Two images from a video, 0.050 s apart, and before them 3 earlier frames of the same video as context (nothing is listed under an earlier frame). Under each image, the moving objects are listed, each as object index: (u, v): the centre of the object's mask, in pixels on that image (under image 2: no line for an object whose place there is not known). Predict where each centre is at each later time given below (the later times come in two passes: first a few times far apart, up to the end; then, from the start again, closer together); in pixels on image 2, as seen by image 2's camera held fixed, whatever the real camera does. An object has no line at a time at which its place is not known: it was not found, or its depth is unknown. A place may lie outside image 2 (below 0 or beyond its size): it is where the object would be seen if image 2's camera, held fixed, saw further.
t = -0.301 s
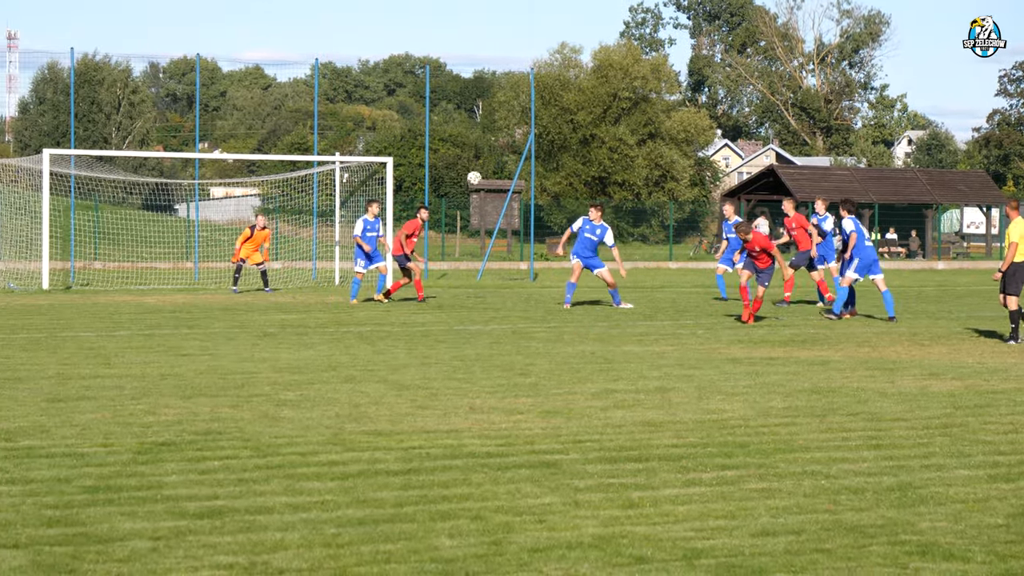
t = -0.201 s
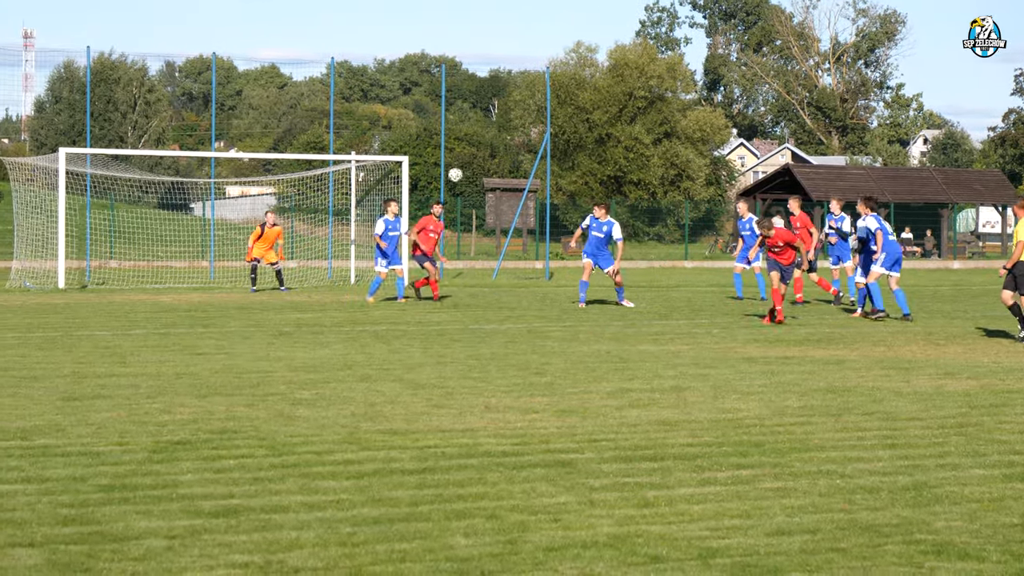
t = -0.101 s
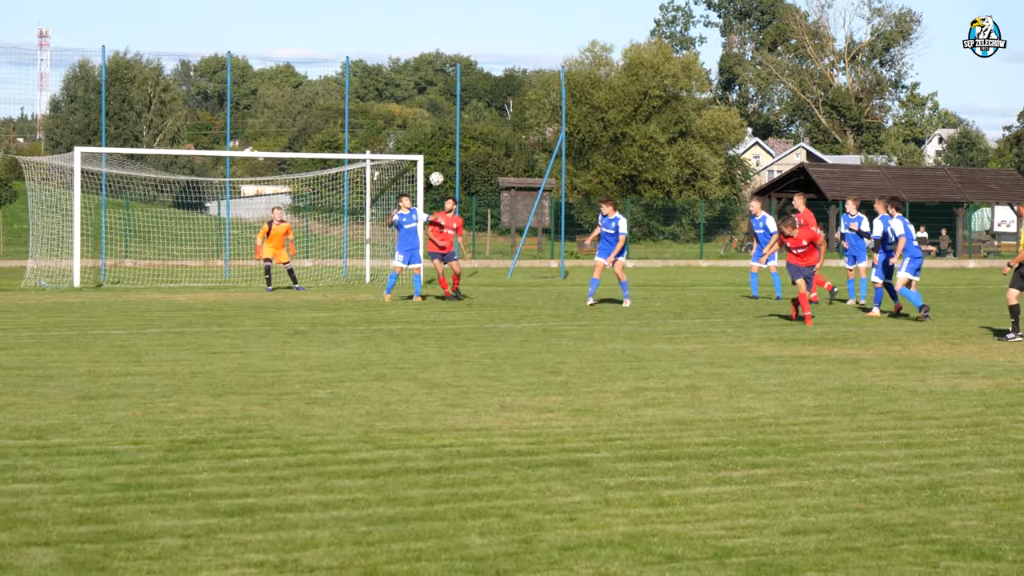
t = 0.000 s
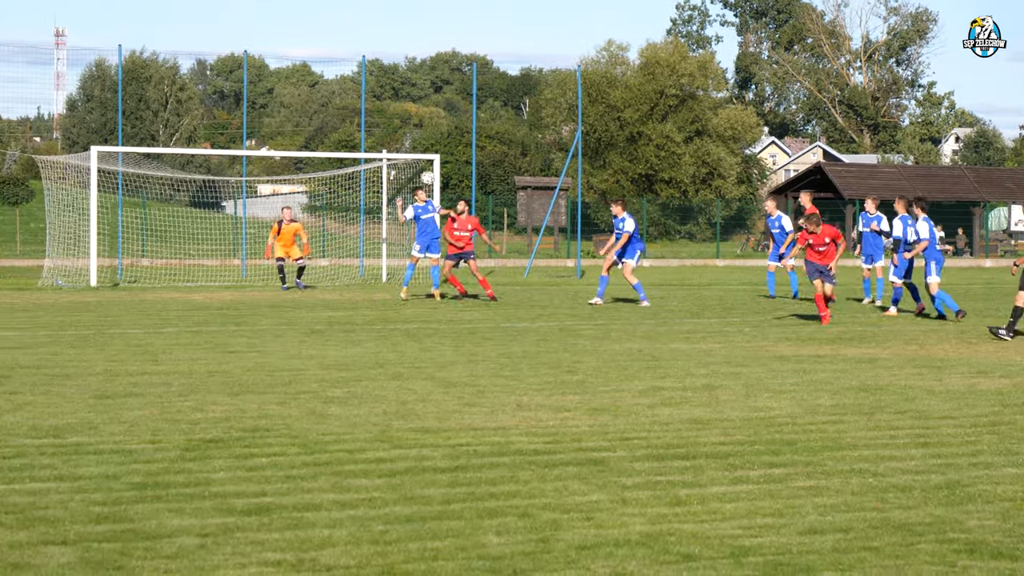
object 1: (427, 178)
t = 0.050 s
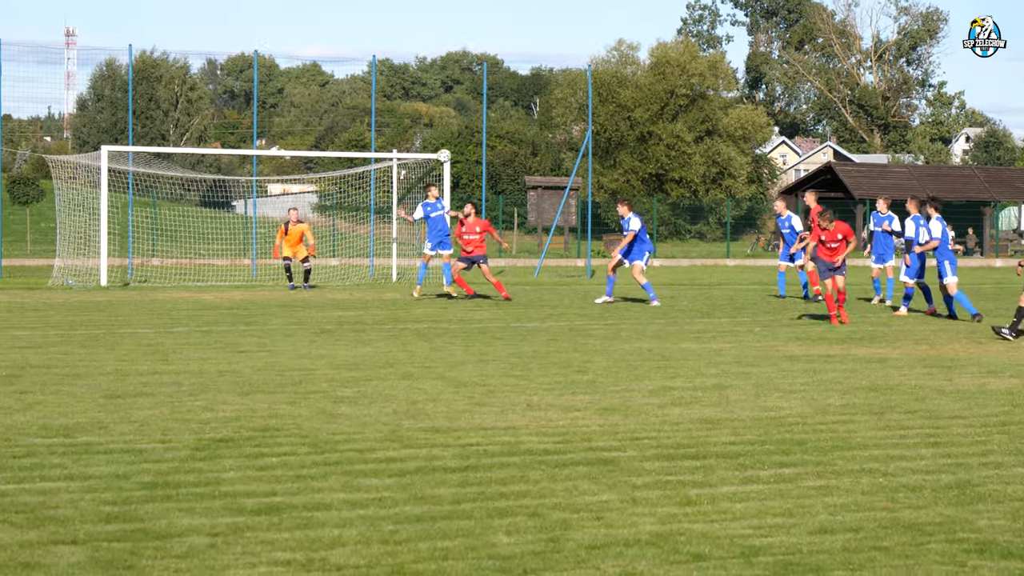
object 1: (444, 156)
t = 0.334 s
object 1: (479, 61)
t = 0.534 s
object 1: (503, 26)
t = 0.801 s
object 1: (532, 19)
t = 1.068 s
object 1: (563, 58)
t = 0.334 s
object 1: (479, 61)
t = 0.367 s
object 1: (483, 53)
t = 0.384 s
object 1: (485, 50)
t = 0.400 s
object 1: (487, 46)
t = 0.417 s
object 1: (489, 44)
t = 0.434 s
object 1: (491, 41)
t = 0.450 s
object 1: (493, 38)
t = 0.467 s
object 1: (495, 35)
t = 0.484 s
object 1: (497, 32)
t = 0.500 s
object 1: (499, 30)
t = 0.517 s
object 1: (501, 28)
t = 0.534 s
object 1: (503, 26)
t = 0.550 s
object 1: (505, 25)
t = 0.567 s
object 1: (507, 23)
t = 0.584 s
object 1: (509, 21)
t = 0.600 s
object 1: (511, 21)
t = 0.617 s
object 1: (512, 20)
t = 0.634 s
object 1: (514, 19)
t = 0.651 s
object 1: (516, 18)
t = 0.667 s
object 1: (518, 18)
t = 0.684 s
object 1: (519, 17)
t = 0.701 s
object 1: (521, 17)
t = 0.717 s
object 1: (523, 17)
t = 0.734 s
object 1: (525, 18)
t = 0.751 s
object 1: (527, 18)
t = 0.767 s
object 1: (529, 18)
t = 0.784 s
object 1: (530, 19)
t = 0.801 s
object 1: (532, 19)
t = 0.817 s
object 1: (534, 20)
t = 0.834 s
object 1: (536, 22)
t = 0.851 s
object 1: (538, 23)
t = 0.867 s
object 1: (540, 25)
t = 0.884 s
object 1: (542, 27)
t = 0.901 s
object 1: (543, 29)
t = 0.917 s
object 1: (545, 31)
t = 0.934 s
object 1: (547, 33)
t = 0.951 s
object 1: (549, 35)
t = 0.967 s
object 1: (551, 38)
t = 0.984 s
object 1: (553, 41)
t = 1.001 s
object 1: (555, 44)
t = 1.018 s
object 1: (557, 47)
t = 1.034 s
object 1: (559, 51)
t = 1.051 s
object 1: (561, 54)
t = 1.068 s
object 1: (563, 58)
